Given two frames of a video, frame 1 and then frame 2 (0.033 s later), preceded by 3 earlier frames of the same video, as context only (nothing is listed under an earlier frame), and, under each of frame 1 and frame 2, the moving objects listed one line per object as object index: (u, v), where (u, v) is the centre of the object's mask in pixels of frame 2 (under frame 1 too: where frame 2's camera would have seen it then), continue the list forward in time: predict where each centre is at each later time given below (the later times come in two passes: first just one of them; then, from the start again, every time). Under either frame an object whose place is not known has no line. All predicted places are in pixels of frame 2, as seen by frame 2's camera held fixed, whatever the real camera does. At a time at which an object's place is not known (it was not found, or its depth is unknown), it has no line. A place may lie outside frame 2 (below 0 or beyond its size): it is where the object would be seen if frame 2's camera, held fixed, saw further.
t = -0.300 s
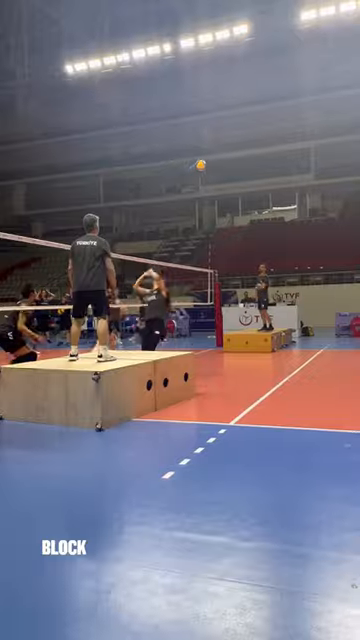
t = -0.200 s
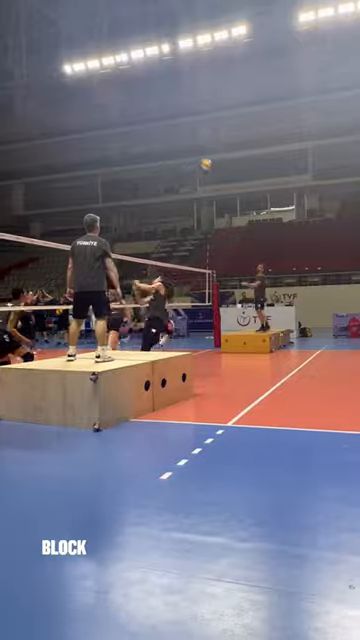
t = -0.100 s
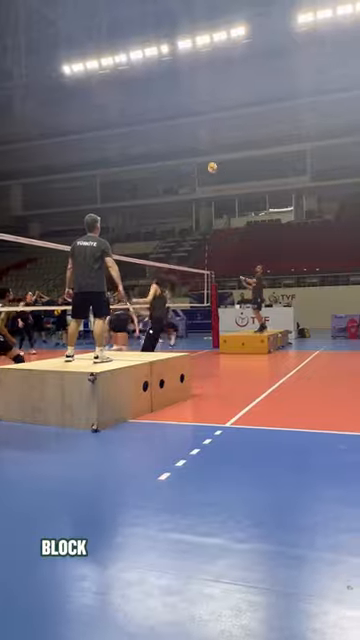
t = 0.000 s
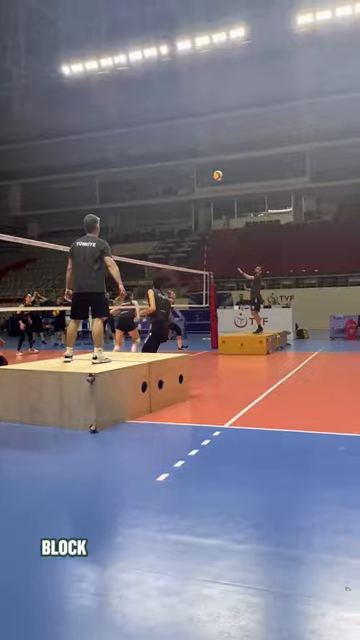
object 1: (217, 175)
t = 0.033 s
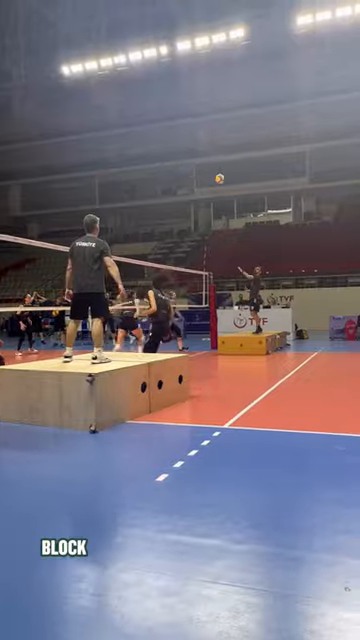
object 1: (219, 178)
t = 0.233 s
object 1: (231, 205)
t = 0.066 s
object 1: (221, 182)
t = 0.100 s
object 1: (223, 185)
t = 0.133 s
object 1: (225, 188)
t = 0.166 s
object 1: (227, 195)
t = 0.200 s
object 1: (229, 200)
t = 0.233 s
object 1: (231, 205)
